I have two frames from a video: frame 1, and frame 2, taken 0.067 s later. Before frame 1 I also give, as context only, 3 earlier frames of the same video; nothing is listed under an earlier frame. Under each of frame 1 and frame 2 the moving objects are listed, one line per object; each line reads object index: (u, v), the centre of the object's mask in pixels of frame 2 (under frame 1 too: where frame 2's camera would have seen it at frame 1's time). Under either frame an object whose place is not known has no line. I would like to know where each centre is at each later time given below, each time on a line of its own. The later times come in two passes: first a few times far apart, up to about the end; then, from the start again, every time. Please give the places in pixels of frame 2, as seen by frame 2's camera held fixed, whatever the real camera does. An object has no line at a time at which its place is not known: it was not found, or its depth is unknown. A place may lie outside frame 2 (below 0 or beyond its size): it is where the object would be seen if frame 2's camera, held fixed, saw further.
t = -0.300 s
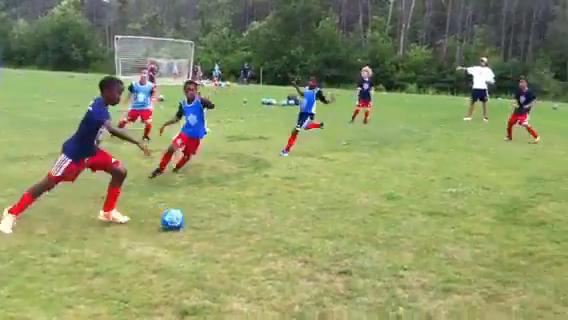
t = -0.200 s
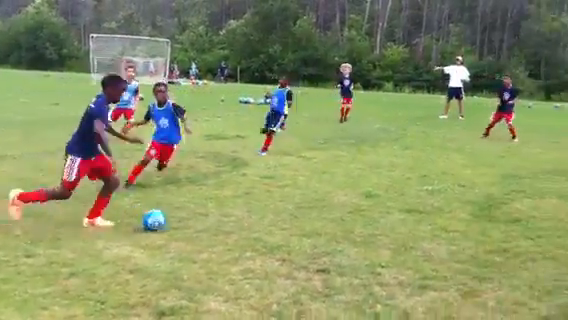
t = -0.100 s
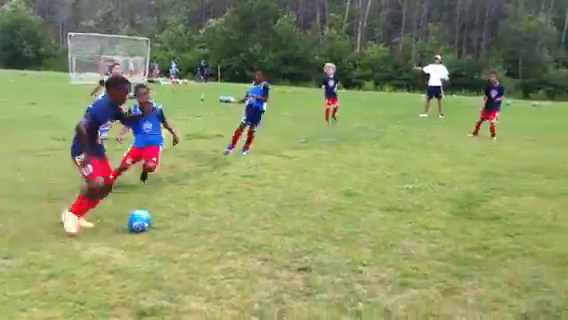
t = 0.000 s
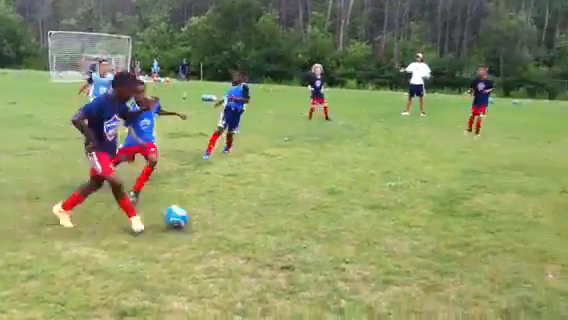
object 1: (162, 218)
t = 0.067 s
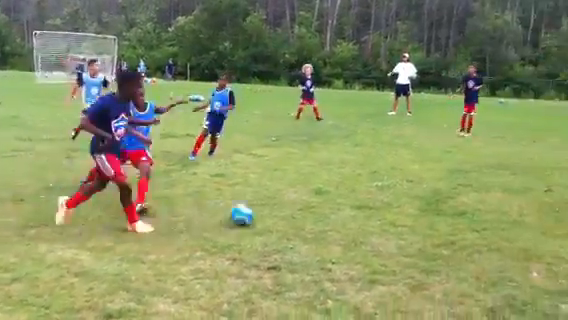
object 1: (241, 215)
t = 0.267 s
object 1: (419, 202)
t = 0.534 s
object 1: (582, 193)
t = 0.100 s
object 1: (274, 213)
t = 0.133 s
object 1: (305, 208)
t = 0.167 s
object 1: (334, 204)
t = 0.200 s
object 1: (364, 202)
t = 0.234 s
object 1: (392, 201)
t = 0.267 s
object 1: (419, 202)
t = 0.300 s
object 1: (445, 202)
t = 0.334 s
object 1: (468, 203)
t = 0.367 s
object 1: (490, 200)
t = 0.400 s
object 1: (509, 197)
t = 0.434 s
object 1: (528, 194)
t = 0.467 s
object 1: (546, 193)
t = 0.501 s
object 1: (564, 192)
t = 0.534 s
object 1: (582, 193)
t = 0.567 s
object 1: (598, 195)
